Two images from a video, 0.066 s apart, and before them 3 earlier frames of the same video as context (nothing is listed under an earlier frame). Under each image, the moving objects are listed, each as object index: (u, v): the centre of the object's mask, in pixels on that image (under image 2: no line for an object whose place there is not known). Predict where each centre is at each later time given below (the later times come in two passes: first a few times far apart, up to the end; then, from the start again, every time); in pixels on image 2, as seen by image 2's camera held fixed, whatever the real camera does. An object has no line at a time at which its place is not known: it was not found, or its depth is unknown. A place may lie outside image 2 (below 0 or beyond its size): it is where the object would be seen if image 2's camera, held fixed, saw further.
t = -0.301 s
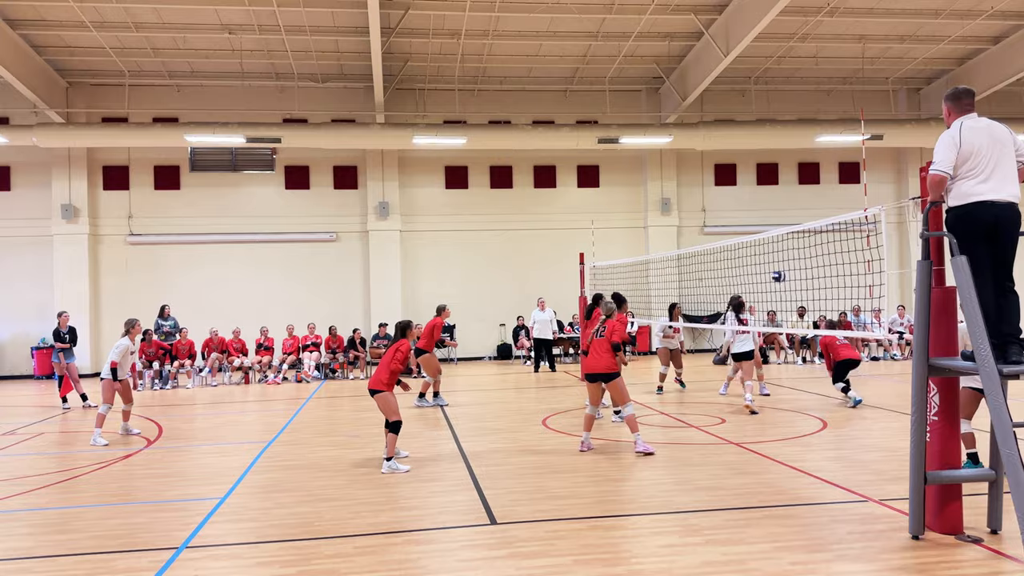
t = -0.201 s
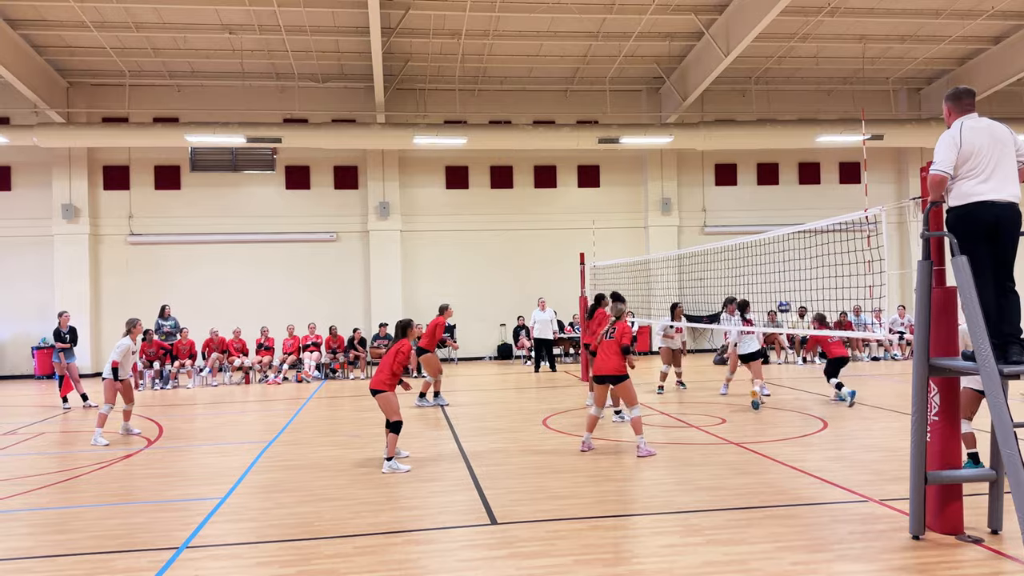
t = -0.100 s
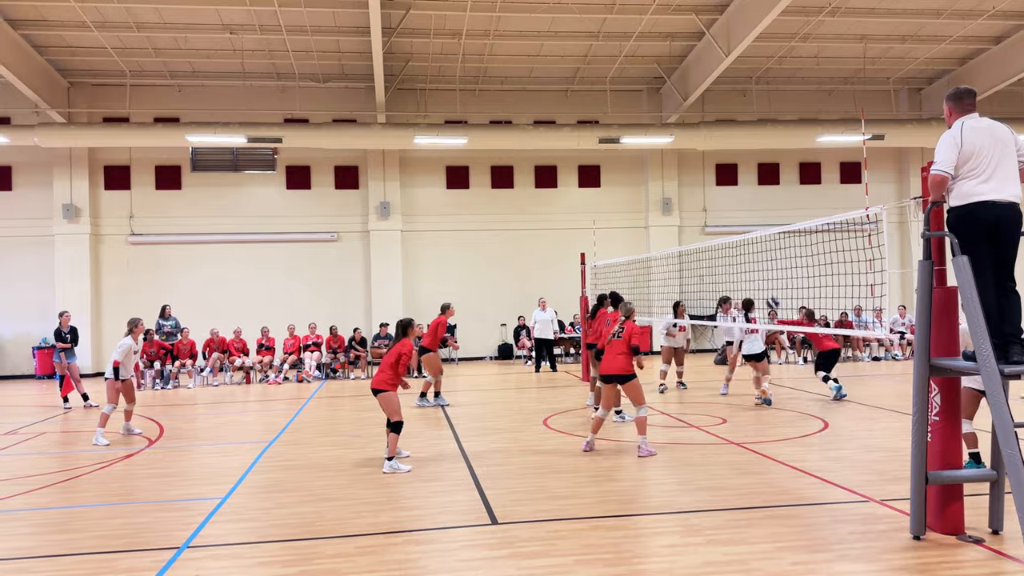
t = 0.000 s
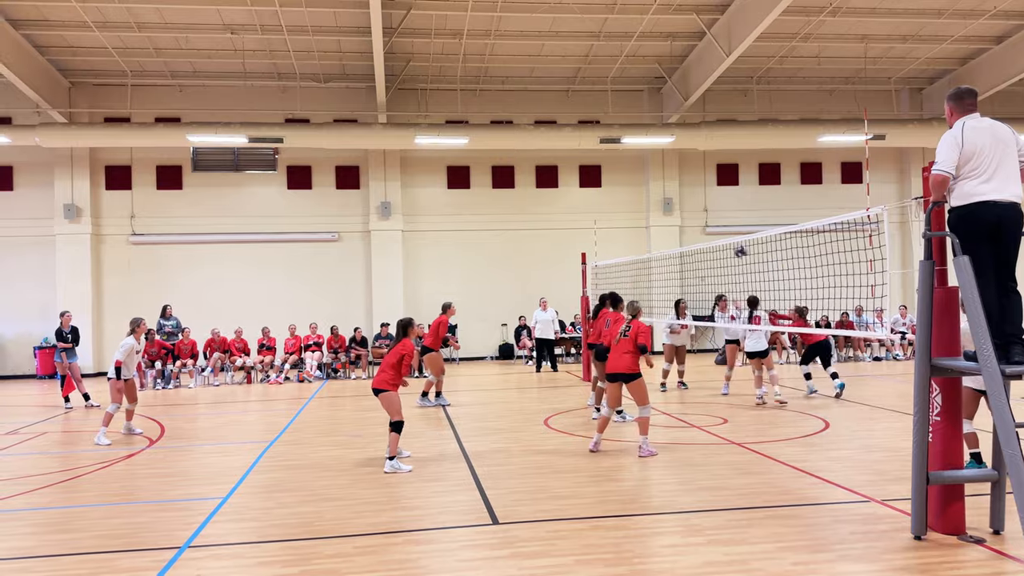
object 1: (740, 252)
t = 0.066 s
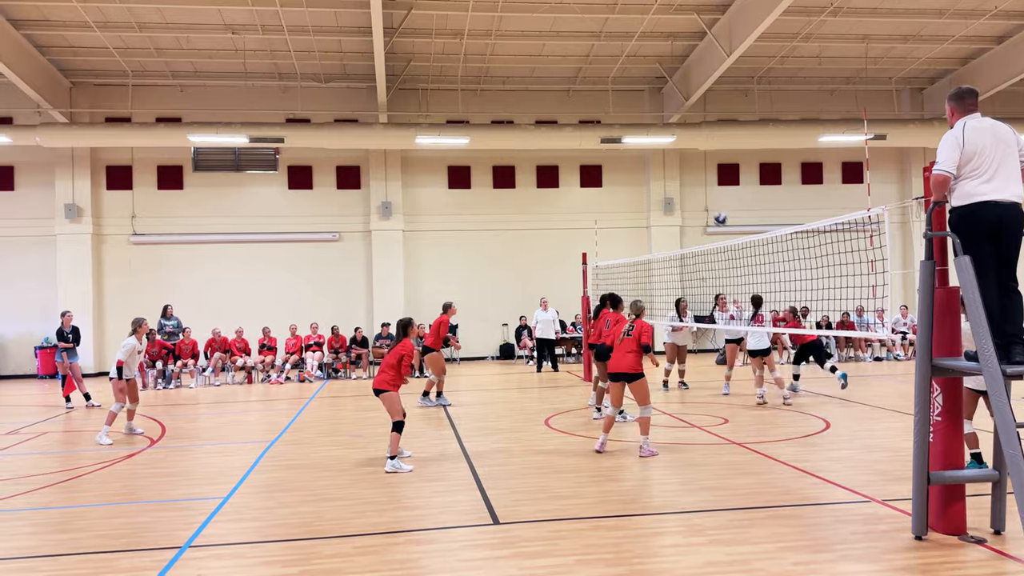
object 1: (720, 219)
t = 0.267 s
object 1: (656, 140)
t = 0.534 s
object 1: (571, 67)
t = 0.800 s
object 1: (484, 37)
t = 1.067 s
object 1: (394, 56)
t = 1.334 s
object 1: (304, 130)
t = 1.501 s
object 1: (245, 207)
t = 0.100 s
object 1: (709, 204)
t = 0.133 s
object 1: (699, 190)
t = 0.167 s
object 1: (688, 176)
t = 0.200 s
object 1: (677, 163)
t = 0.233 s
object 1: (668, 152)
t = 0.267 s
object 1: (656, 140)
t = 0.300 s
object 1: (646, 128)
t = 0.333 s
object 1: (635, 117)
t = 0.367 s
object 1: (625, 107)
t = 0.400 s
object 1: (614, 98)
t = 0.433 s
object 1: (603, 89)
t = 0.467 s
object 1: (592, 81)
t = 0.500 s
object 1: (582, 74)
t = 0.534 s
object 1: (571, 67)
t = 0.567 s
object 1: (560, 61)
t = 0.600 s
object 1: (549, 56)
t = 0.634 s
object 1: (538, 51)
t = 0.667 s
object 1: (527, 46)
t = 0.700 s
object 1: (516, 43)
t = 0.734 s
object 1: (506, 40)
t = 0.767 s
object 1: (495, 38)
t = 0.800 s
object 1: (484, 37)
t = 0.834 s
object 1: (472, 37)
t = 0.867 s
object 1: (461, 37)
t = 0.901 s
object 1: (450, 37)
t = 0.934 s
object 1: (439, 40)
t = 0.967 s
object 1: (427, 43)
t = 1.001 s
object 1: (417, 46)
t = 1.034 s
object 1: (404, 51)
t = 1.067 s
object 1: (394, 56)
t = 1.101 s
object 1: (383, 62)
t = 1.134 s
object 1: (371, 69)
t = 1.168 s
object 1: (361, 78)
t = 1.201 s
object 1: (349, 88)
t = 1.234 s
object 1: (338, 95)
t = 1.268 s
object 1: (326, 107)
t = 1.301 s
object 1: (316, 118)
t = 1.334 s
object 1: (304, 130)
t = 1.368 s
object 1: (292, 145)
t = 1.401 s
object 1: (281, 159)
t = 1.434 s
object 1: (269, 174)
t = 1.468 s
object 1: (258, 190)
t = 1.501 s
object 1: (245, 207)
